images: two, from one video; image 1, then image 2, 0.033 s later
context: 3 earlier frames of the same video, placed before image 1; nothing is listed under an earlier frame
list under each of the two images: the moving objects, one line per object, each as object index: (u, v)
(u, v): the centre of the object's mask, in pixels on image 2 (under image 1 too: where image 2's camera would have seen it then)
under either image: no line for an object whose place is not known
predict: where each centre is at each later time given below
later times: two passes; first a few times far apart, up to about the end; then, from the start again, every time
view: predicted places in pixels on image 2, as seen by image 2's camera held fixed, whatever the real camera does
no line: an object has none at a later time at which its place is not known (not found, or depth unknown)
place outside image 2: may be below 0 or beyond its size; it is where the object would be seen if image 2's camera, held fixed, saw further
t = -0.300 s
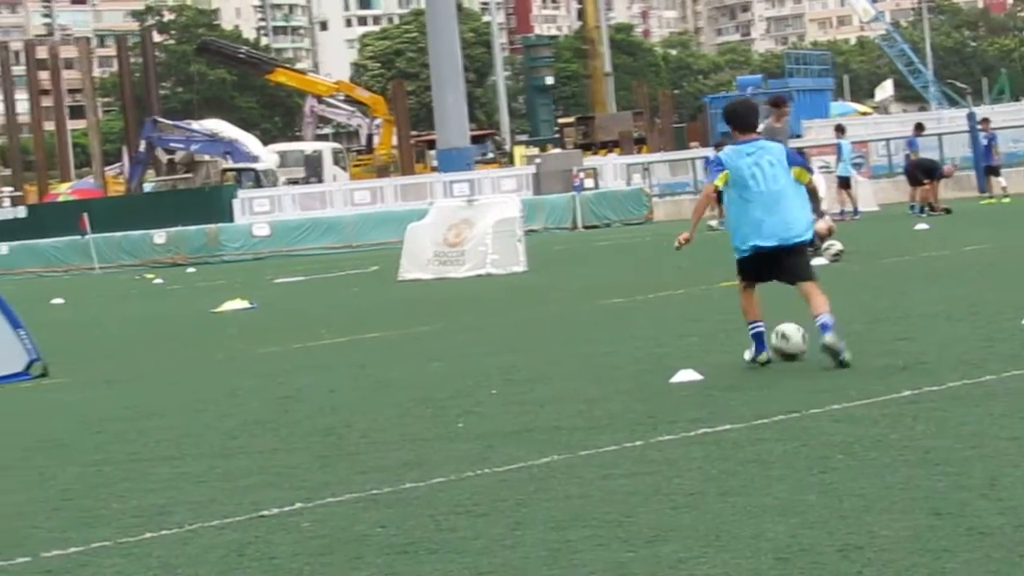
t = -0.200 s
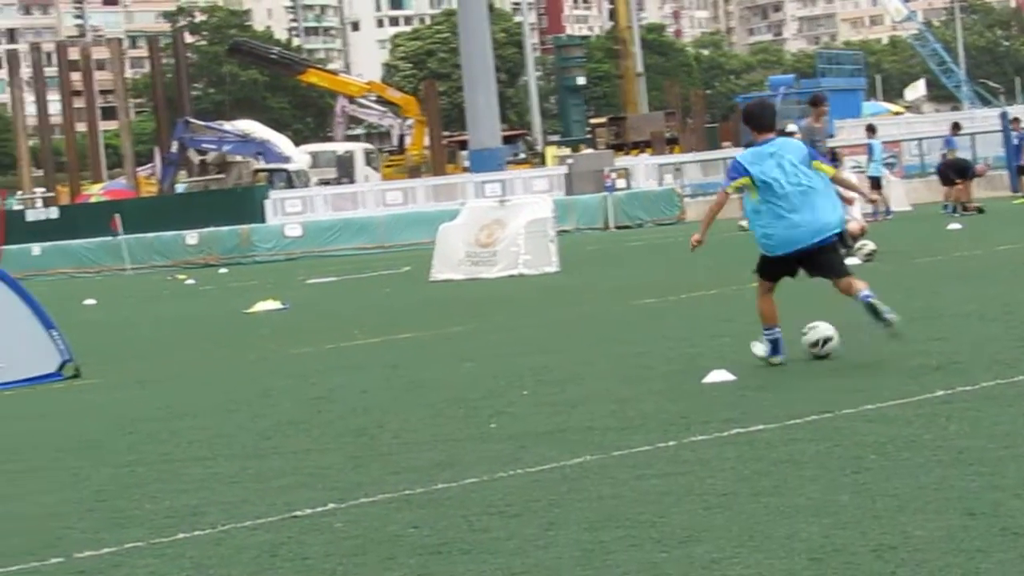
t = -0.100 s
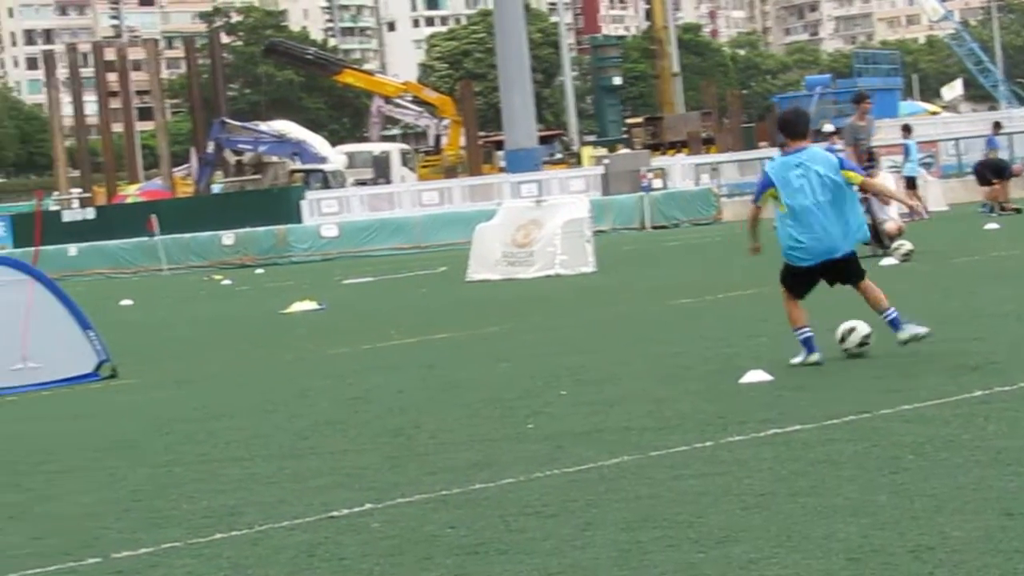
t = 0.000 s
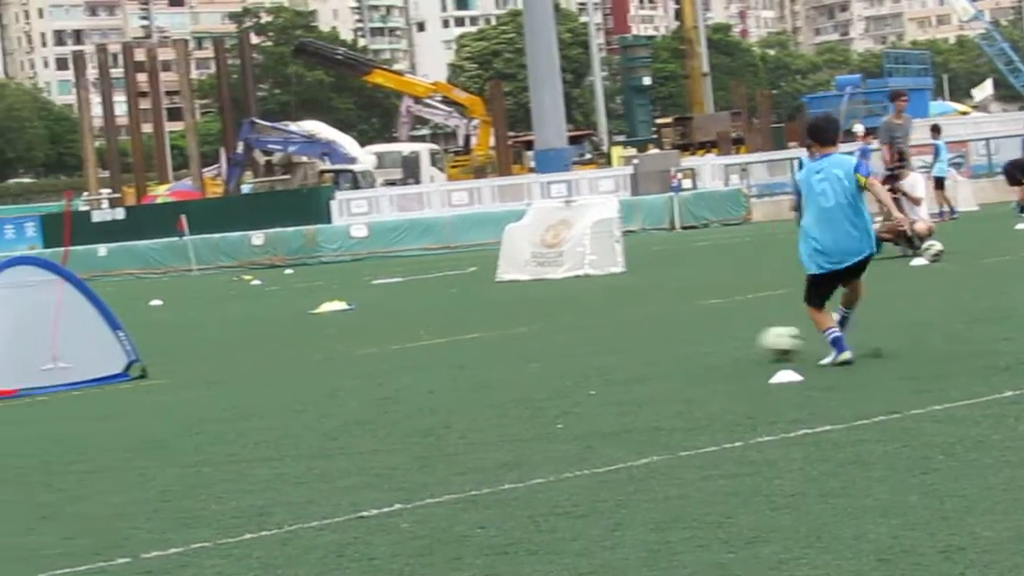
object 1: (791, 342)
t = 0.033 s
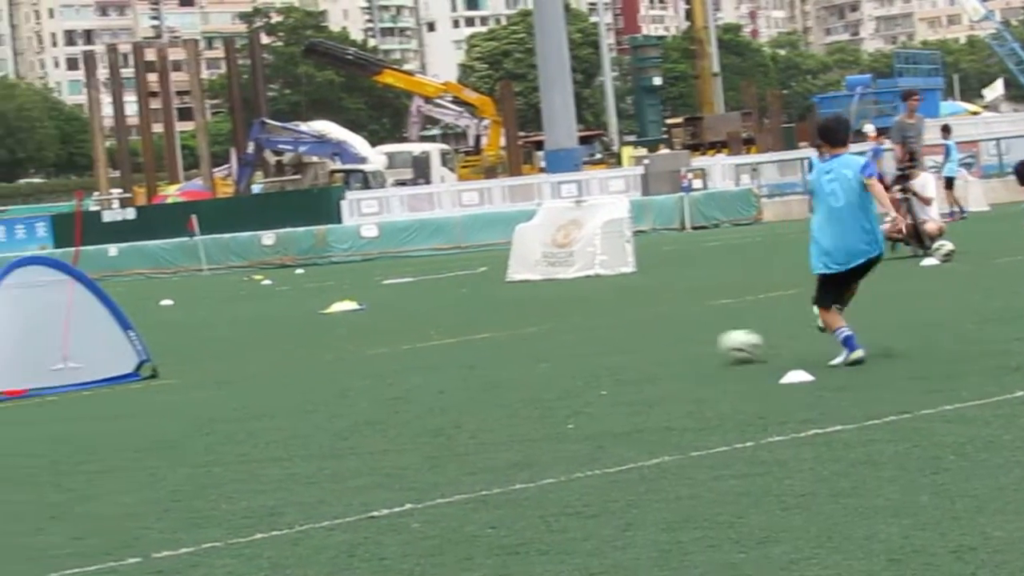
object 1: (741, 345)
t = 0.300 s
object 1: (415, 363)
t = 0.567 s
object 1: (188, 375)
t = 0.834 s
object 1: (13, 380)
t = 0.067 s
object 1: (692, 347)
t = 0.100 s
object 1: (648, 349)
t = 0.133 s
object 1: (604, 351)
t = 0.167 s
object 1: (563, 354)
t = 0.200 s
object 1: (524, 356)
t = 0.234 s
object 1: (486, 358)
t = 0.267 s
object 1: (450, 361)
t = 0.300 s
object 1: (415, 363)
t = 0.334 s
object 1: (382, 364)
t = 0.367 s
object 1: (351, 367)
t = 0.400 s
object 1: (321, 368)
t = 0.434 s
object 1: (292, 369)
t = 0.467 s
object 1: (265, 371)
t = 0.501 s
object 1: (238, 372)
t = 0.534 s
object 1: (212, 373)
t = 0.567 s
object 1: (188, 375)
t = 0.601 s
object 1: (164, 375)
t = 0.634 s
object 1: (141, 377)
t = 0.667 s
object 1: (119, 379)
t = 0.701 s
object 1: (96, 379)
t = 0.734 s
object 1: (73, 381)
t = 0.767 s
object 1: (53, 381)
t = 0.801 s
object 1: (31, 380)
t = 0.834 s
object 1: (13, 380)
